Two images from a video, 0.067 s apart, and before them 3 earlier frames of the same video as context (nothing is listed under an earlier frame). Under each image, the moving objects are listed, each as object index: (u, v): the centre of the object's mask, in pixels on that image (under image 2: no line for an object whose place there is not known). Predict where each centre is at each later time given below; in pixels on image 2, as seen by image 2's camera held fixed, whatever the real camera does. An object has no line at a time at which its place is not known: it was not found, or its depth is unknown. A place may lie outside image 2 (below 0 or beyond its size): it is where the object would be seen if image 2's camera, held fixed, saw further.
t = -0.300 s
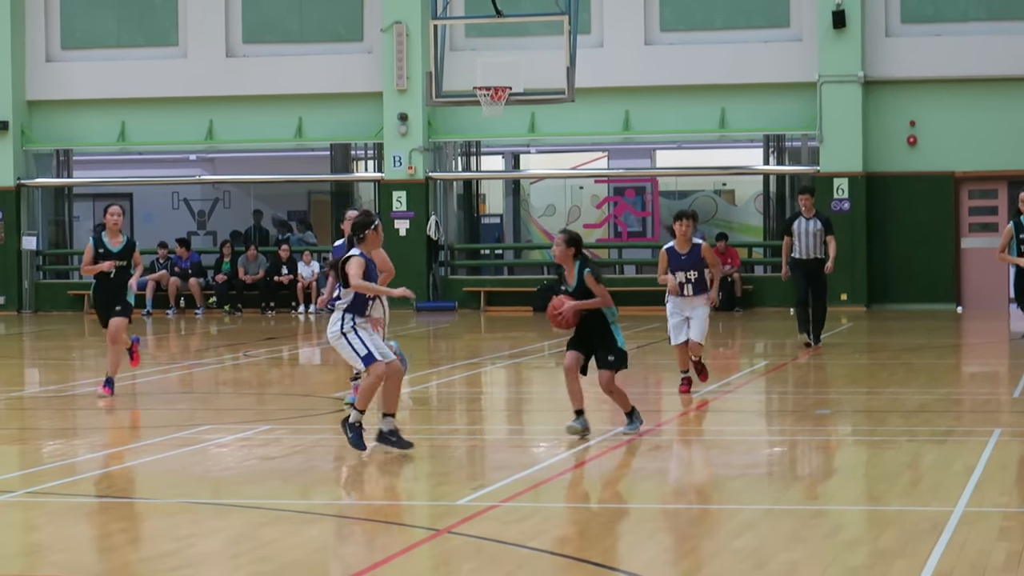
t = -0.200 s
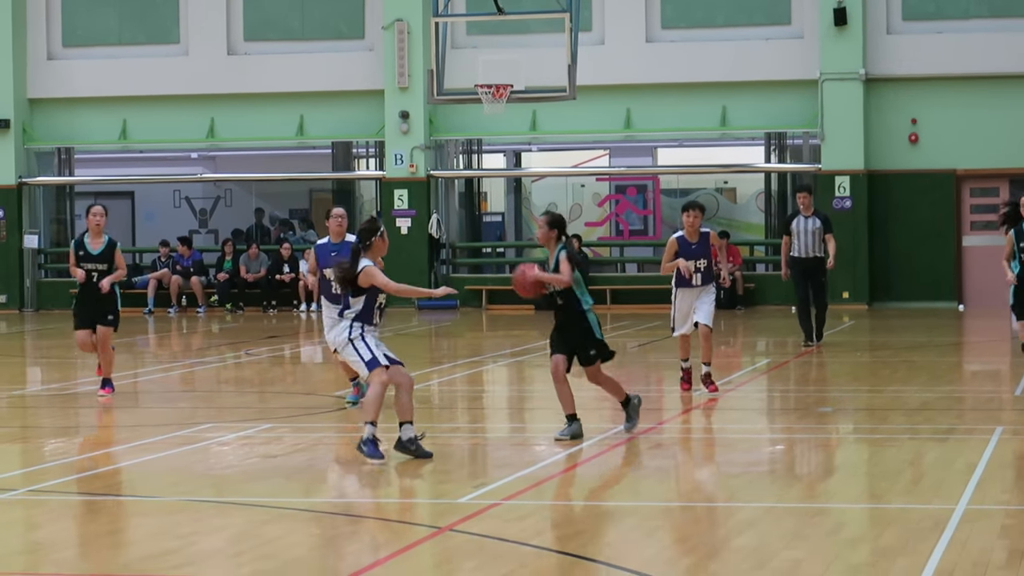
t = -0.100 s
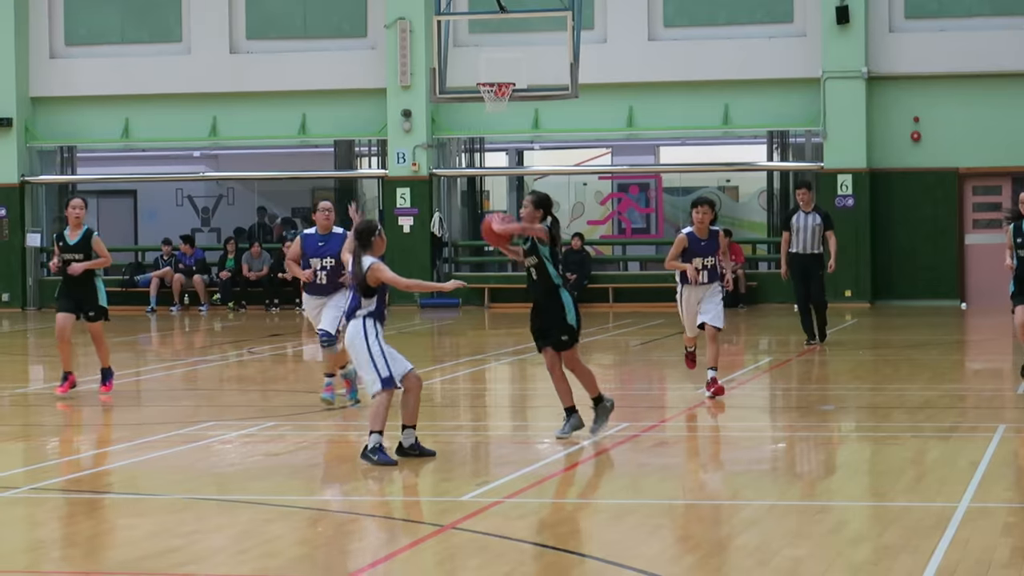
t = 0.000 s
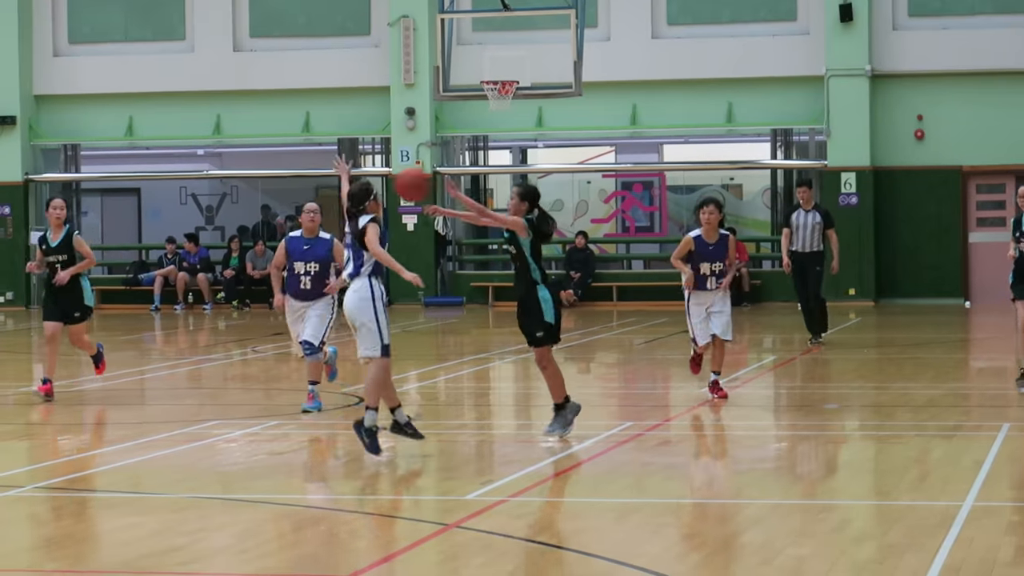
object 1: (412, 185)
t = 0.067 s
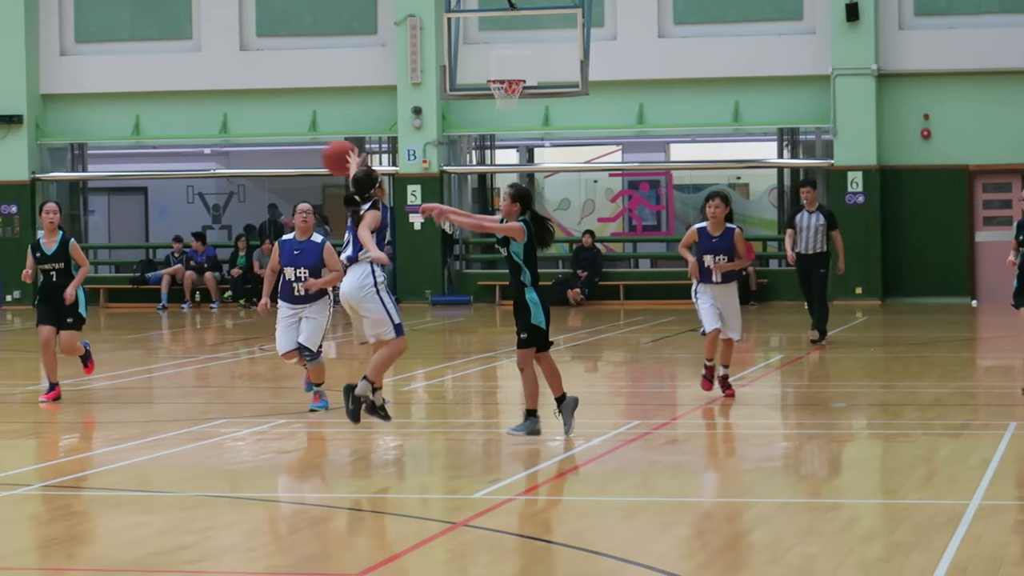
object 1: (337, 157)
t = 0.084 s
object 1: (320, 152)
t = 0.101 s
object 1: (300, 147)
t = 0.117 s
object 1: (280, 142)
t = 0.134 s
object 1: (259, 138)
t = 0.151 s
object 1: (241, 134)
